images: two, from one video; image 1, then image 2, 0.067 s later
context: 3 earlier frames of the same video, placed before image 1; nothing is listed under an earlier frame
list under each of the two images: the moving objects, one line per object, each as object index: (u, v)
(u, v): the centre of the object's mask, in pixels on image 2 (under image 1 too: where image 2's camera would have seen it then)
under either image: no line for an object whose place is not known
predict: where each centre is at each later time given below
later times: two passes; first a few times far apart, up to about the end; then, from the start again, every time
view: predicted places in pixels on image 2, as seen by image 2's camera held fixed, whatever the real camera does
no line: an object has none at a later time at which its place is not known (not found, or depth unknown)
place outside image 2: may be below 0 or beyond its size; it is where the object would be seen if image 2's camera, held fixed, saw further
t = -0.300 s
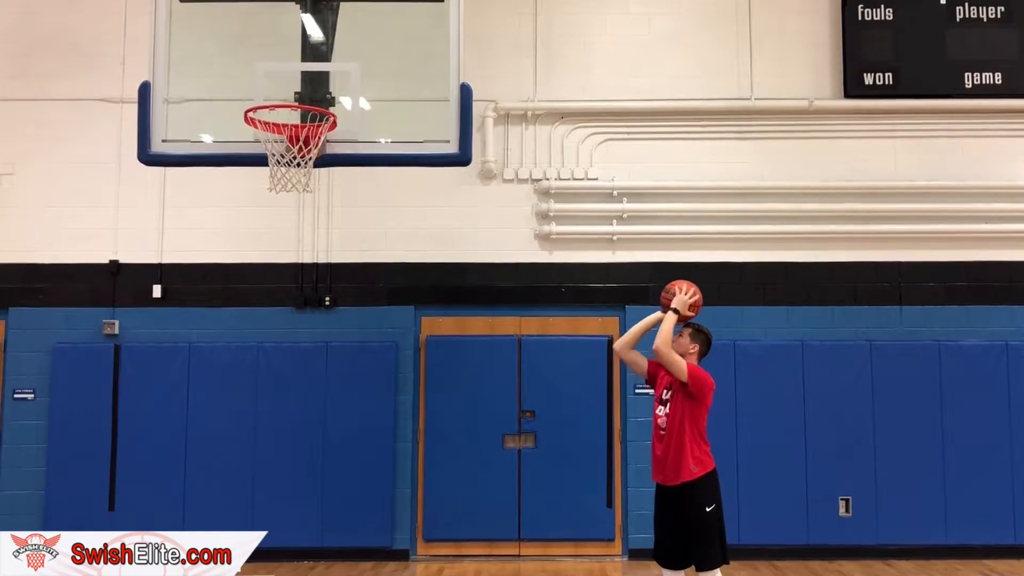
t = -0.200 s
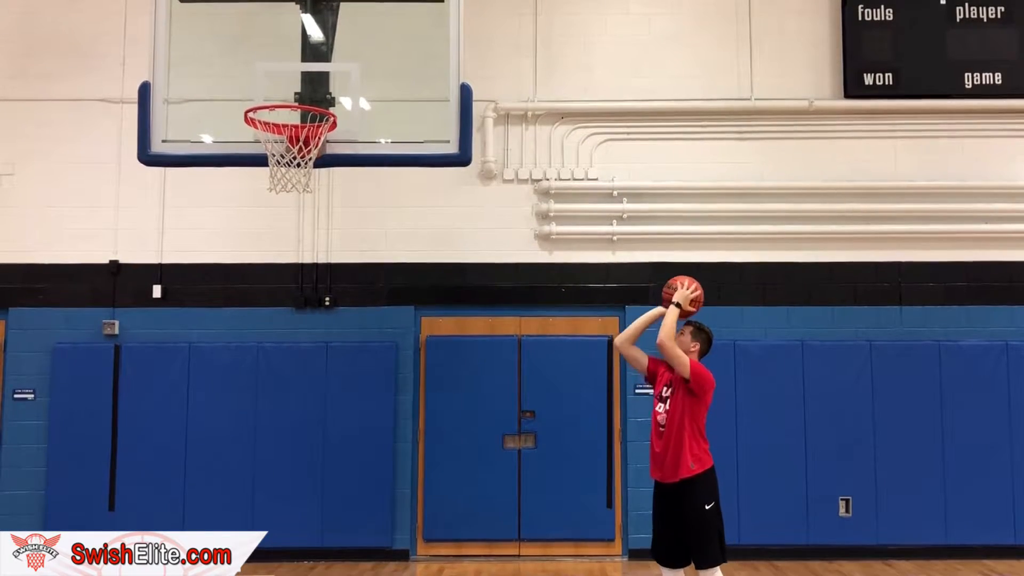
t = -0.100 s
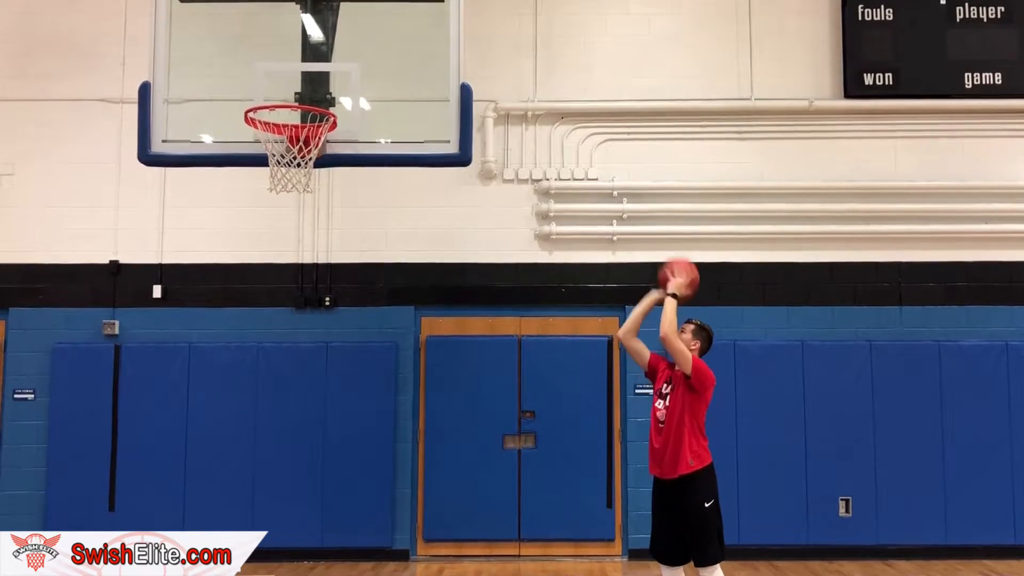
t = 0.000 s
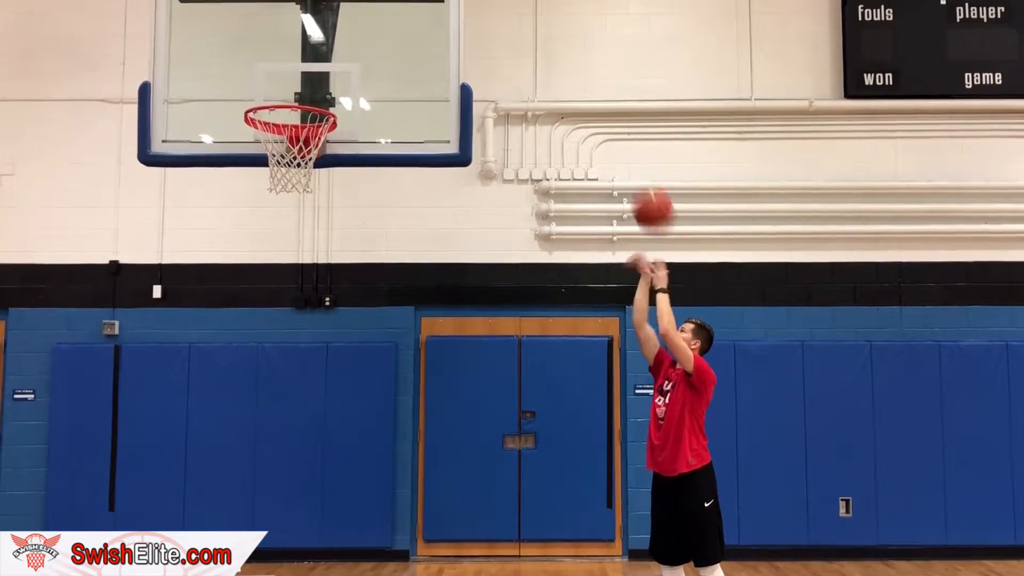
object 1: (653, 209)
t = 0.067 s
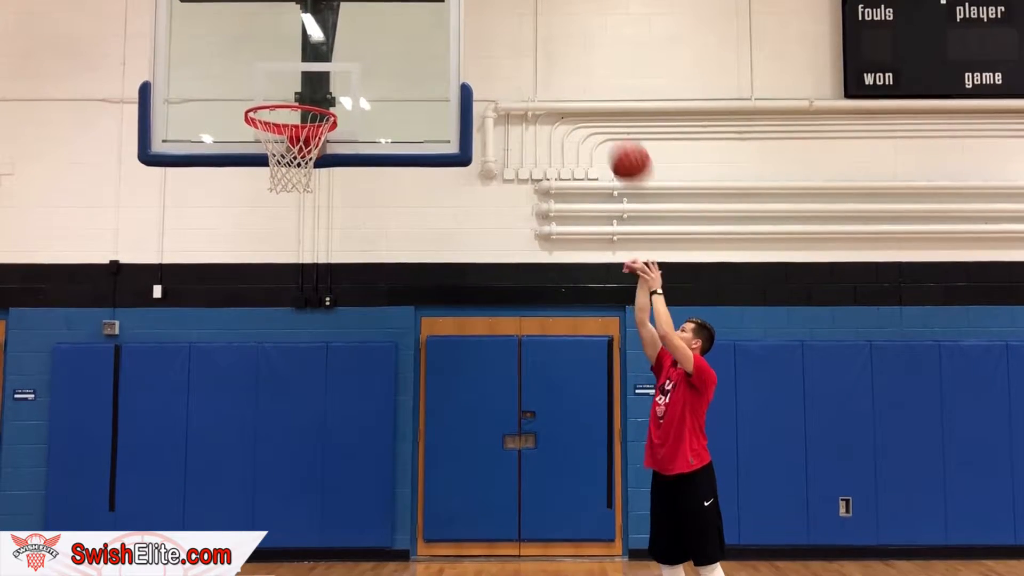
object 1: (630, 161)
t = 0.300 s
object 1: (552, 57)
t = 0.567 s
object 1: (491, 44)
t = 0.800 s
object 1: (549, 128)
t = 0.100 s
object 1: (619, 142)
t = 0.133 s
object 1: (608, 123)
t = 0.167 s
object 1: (596, 105)
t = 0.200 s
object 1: (585, 90)
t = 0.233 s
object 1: (574, 77)
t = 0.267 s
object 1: (563, 66)
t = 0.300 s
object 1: (552, 57)
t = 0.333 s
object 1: (541, 49)
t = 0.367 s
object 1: (530, 43)
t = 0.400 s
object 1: (519, 38)
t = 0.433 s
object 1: (508, 36)
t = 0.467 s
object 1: (497, 35)
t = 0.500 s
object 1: (486, 36)
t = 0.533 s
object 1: (483, 39)
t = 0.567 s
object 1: (491, 44)
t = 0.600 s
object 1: (500, 50)
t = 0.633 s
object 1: (507, 58)
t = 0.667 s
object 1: (515, 67)
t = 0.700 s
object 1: (523, 80)
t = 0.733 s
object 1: (531, 93)
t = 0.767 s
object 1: (540, 109)
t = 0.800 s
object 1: (549, 128)
